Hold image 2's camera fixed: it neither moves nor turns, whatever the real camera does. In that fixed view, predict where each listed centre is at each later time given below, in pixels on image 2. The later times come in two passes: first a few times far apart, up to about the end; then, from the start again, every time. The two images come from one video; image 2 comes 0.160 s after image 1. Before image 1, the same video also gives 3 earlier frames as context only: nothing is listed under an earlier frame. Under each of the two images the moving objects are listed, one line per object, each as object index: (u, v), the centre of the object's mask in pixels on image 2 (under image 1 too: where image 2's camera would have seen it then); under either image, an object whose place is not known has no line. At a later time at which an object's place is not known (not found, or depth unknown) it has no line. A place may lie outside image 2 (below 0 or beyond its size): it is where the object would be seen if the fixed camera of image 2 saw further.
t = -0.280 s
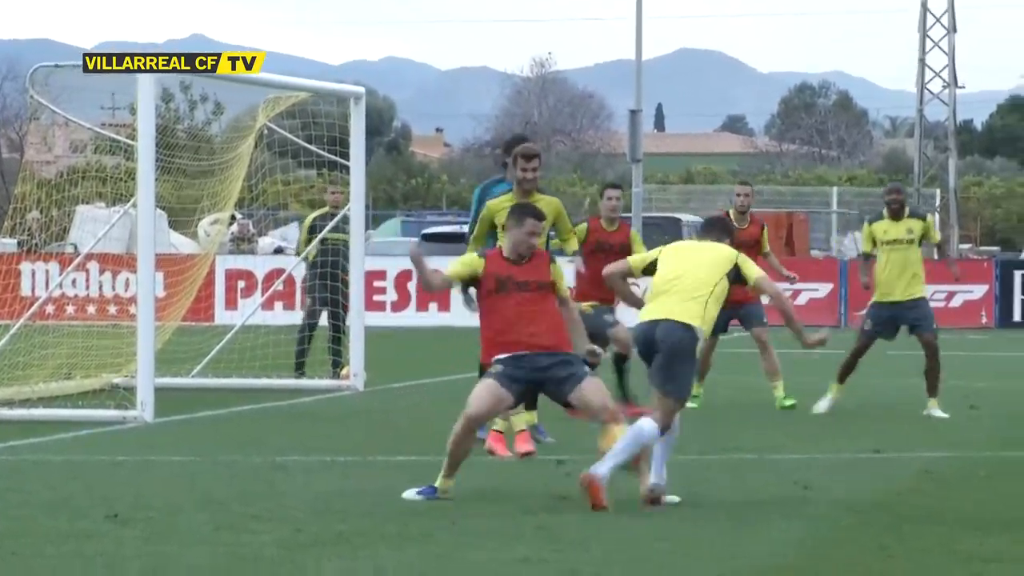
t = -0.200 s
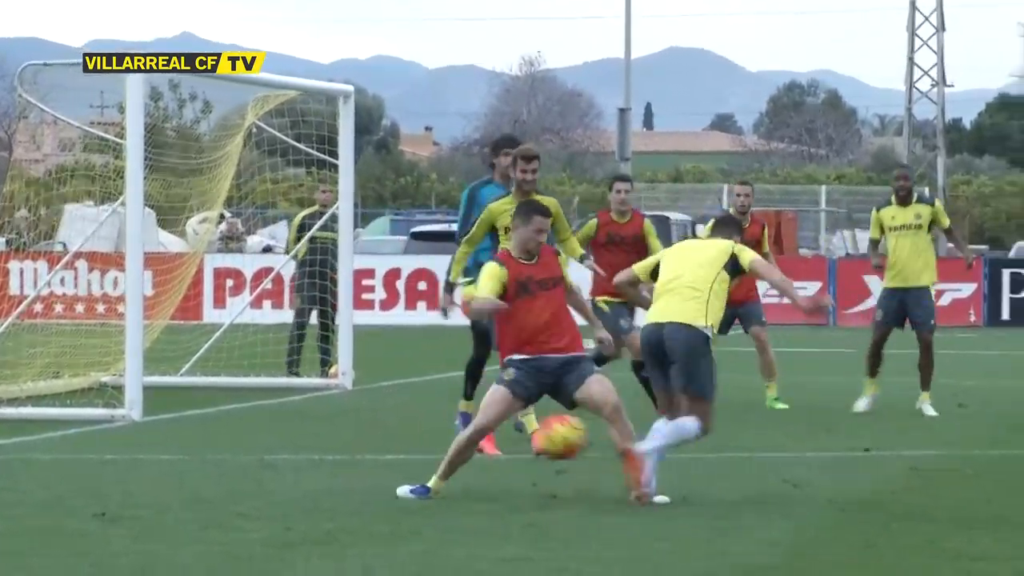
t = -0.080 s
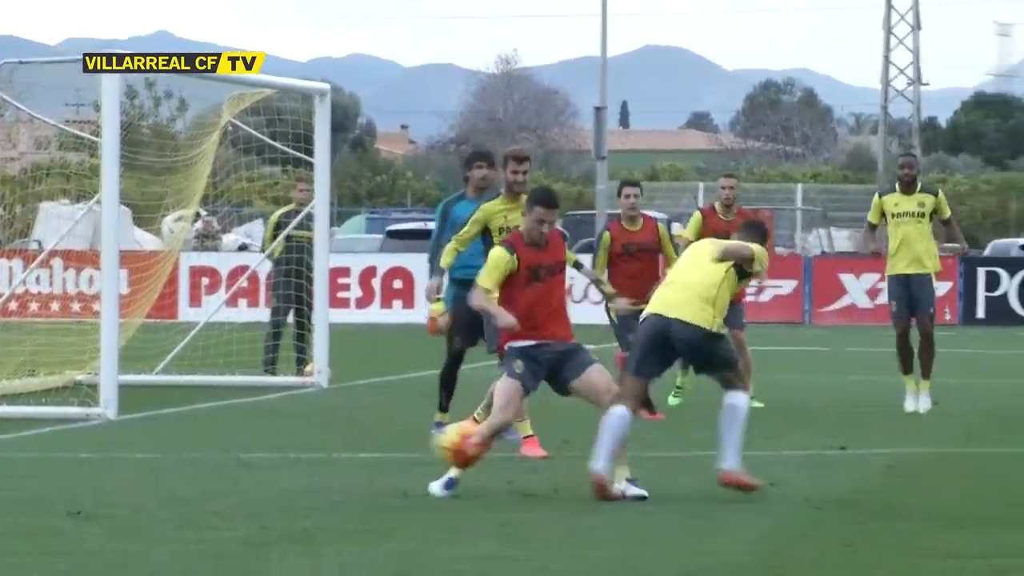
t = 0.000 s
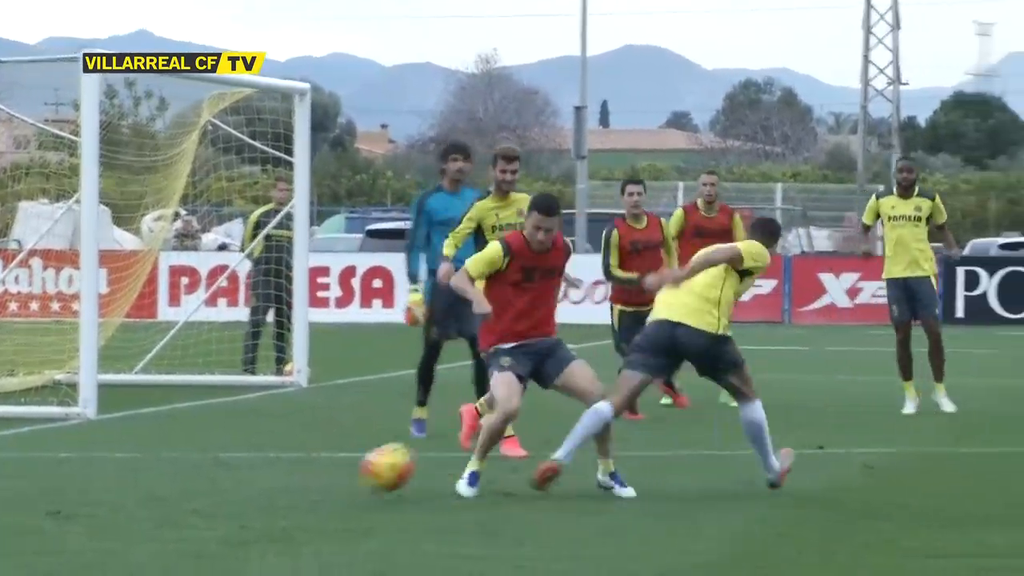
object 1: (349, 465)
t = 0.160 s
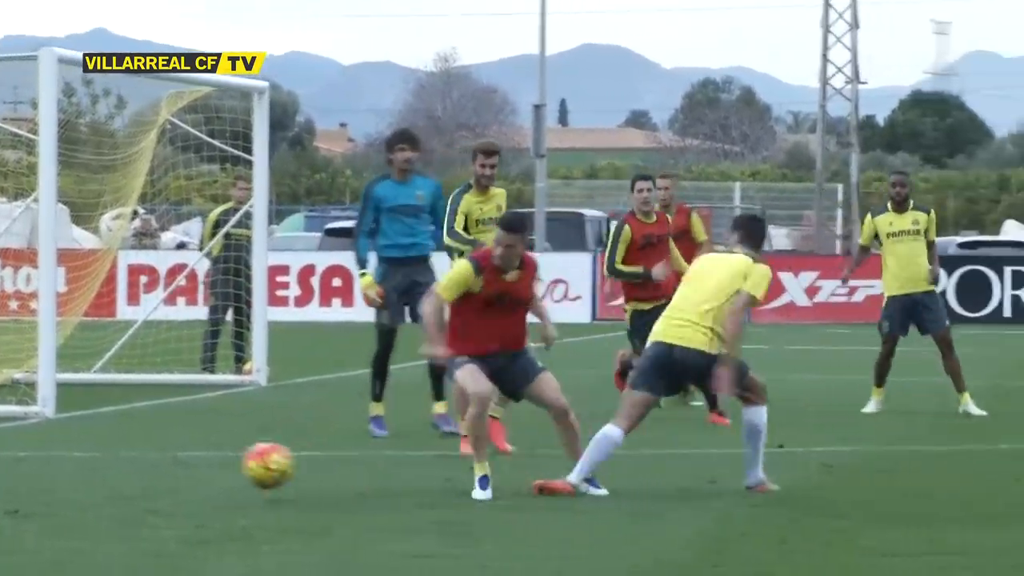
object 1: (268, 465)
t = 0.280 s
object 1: (213, 476)
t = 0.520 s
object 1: (146, 479)
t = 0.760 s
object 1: (90, 481)
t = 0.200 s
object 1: (249, 465)
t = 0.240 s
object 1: (231, 469)
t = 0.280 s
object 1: (213, 476)
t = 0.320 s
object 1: (197, 480)
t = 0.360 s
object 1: (187, 477)
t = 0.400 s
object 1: (176, 477)
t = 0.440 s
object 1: (165, 479)
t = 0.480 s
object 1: (155, 481)
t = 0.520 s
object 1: (146, 479)
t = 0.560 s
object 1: (136, 480)
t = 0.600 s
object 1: (127, 481)
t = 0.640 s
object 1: (117, 481)
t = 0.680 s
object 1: (108, 481)
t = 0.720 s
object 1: (99, 481)
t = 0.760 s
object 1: (90, 481)
